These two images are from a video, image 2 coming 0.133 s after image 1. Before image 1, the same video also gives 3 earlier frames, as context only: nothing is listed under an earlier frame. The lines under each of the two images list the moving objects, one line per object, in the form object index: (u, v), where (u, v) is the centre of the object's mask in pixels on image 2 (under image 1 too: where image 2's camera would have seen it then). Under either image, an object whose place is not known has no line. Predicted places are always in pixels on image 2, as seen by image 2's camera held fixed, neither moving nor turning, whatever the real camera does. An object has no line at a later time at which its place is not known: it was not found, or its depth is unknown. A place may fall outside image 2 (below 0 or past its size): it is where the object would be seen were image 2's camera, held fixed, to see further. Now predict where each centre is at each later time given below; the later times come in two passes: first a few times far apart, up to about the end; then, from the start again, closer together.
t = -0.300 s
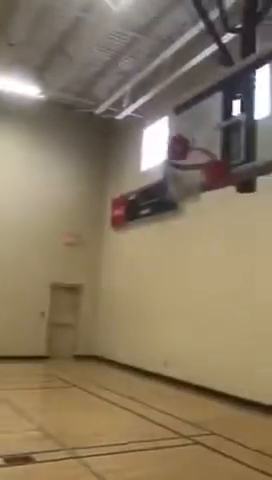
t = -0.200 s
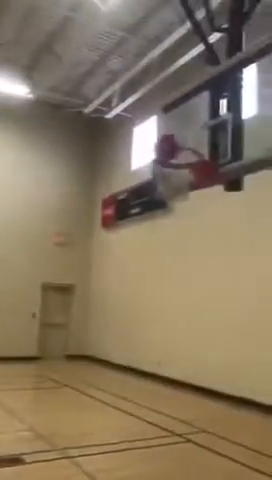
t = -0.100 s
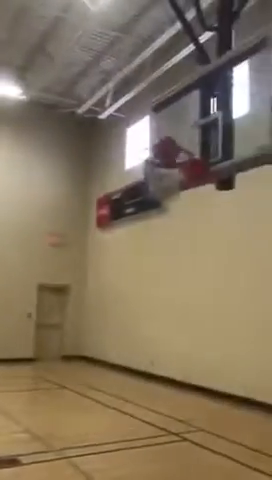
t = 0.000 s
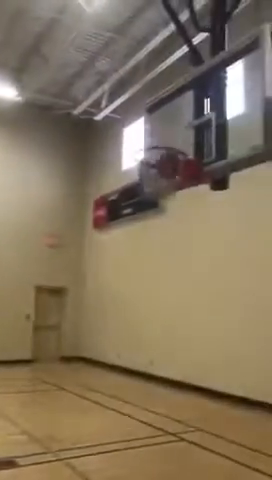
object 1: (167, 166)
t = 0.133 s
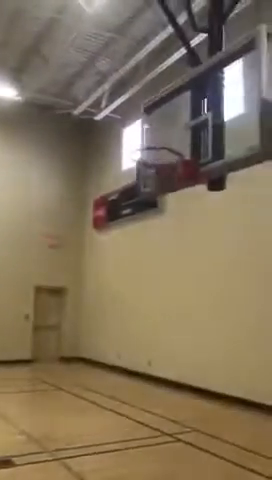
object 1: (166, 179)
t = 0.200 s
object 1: (161, 184)
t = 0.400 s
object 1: (144, 213)
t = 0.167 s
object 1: (165, 179)
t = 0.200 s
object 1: (161, 184)
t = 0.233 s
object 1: (163, 192)
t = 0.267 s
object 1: (157, 195)
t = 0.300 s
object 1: (154, 201)
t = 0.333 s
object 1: (148, 209)
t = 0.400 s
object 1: (144, 213)
